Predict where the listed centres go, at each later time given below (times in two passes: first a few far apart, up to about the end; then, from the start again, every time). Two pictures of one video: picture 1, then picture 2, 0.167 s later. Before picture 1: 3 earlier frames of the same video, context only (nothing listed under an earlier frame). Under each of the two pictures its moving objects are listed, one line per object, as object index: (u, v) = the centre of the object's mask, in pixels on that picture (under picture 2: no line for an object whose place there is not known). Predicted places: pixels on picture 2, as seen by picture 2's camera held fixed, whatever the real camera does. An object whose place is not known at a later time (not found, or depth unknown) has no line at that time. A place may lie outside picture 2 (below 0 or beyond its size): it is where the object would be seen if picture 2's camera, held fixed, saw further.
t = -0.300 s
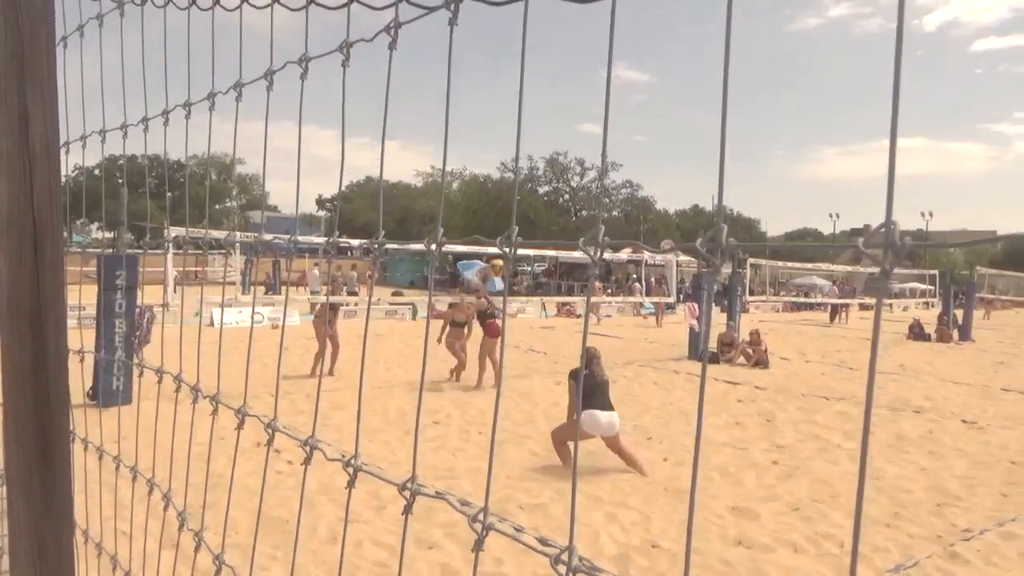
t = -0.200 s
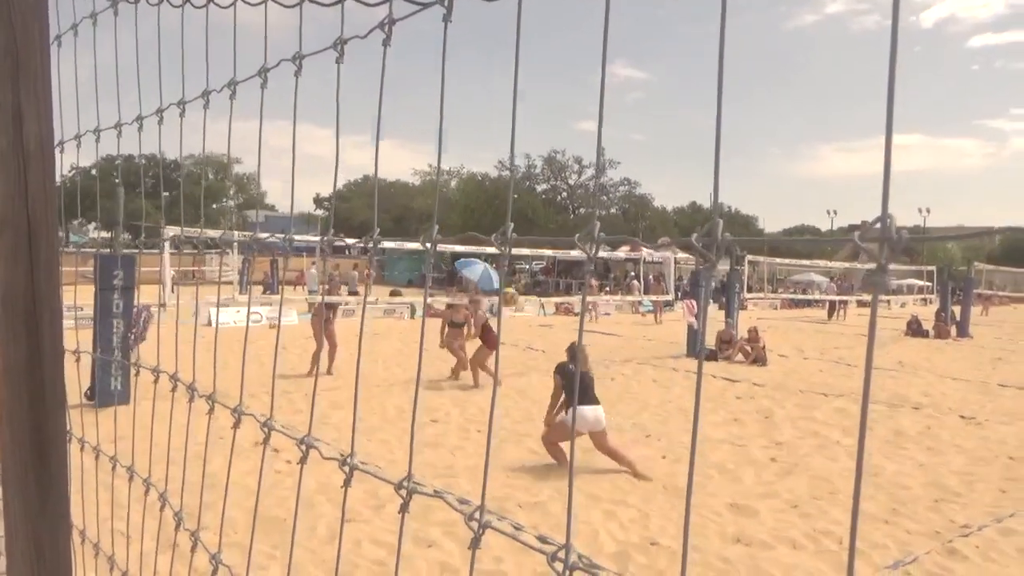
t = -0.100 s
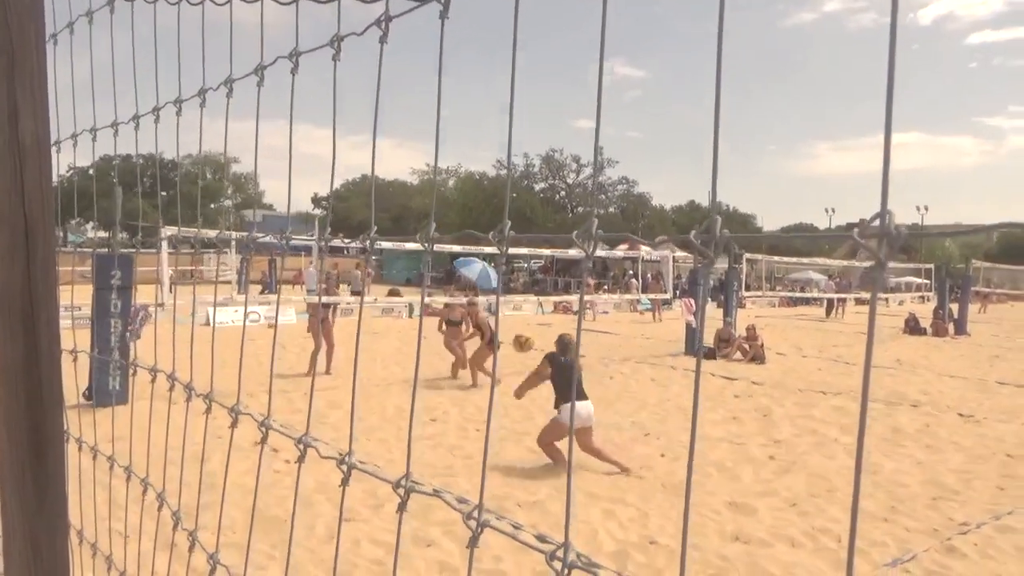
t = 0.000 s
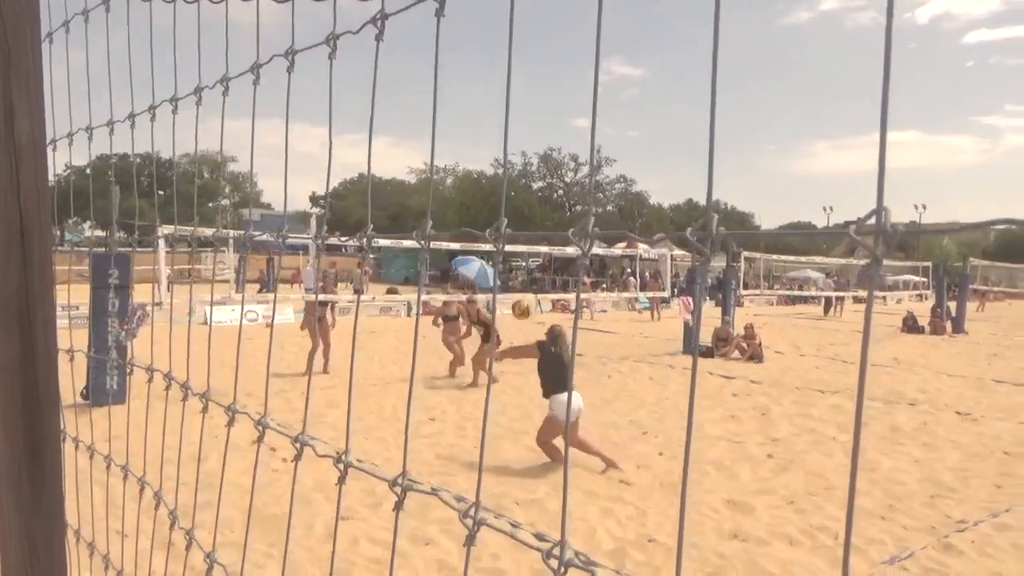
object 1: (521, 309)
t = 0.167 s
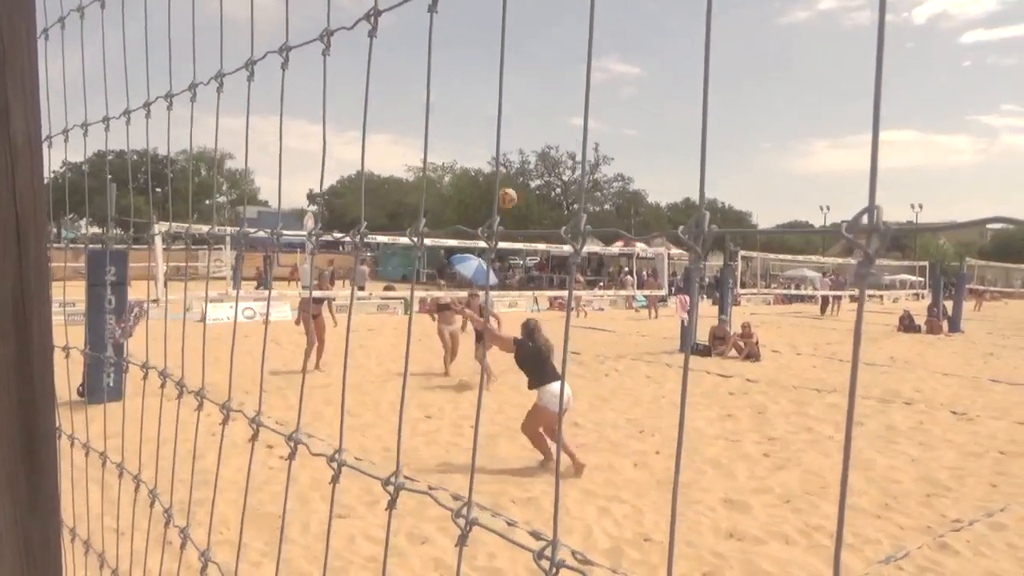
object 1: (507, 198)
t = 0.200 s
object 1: (506, 181)
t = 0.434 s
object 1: (488, 91)
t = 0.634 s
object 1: (476, 57)
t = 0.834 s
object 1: (461, 61)
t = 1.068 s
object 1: (450, 104)
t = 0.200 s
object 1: (506, 181)
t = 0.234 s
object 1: (506, 162)
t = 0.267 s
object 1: (503, 150)
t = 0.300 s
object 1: (499, 135)
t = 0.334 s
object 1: (497, 122)
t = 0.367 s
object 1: (495, 111)
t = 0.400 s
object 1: (492, 100)
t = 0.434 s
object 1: (488, 91)
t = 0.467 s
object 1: (487, 83)
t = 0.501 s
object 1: (484, 75)
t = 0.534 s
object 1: (483, 69)
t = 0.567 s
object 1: (481, 64)
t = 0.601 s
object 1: (478, 60)
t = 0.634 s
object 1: (476, 57)
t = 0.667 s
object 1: (473, 55)
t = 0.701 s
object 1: (470, 55)
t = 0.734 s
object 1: (467, 55)
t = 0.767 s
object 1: (465, 56)
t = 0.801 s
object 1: (463, 58)
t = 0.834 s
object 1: (461, 61)
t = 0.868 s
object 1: (460, 64)
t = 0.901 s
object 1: (458, 69)
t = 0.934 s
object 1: (456, 75)
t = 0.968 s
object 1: (455, 81)
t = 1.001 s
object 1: (454, 89)
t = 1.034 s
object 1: (452, 96)
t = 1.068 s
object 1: (450, 104)
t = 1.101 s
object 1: (449, 114)
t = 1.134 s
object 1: (448, 124)
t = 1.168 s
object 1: (447, 135)
